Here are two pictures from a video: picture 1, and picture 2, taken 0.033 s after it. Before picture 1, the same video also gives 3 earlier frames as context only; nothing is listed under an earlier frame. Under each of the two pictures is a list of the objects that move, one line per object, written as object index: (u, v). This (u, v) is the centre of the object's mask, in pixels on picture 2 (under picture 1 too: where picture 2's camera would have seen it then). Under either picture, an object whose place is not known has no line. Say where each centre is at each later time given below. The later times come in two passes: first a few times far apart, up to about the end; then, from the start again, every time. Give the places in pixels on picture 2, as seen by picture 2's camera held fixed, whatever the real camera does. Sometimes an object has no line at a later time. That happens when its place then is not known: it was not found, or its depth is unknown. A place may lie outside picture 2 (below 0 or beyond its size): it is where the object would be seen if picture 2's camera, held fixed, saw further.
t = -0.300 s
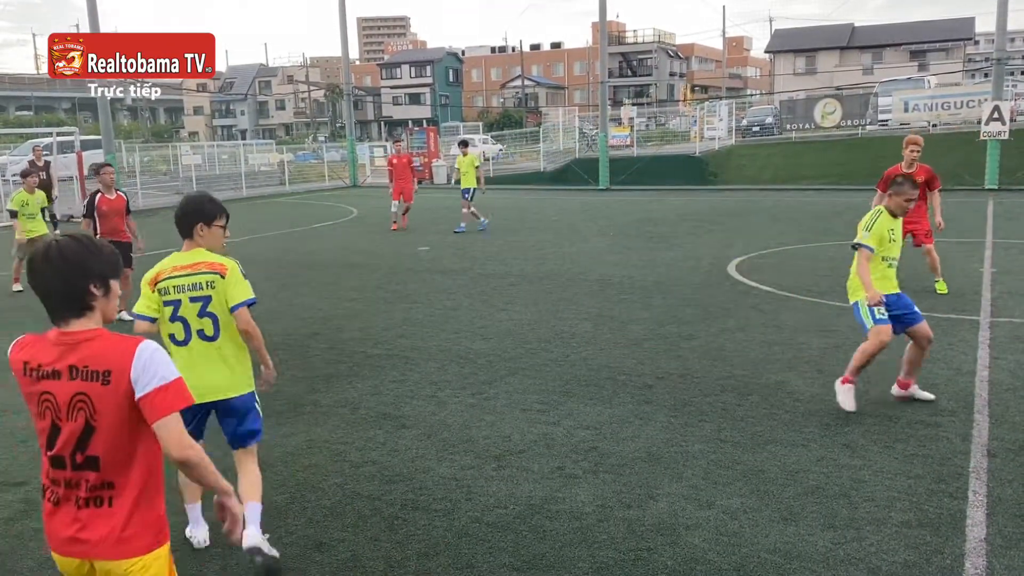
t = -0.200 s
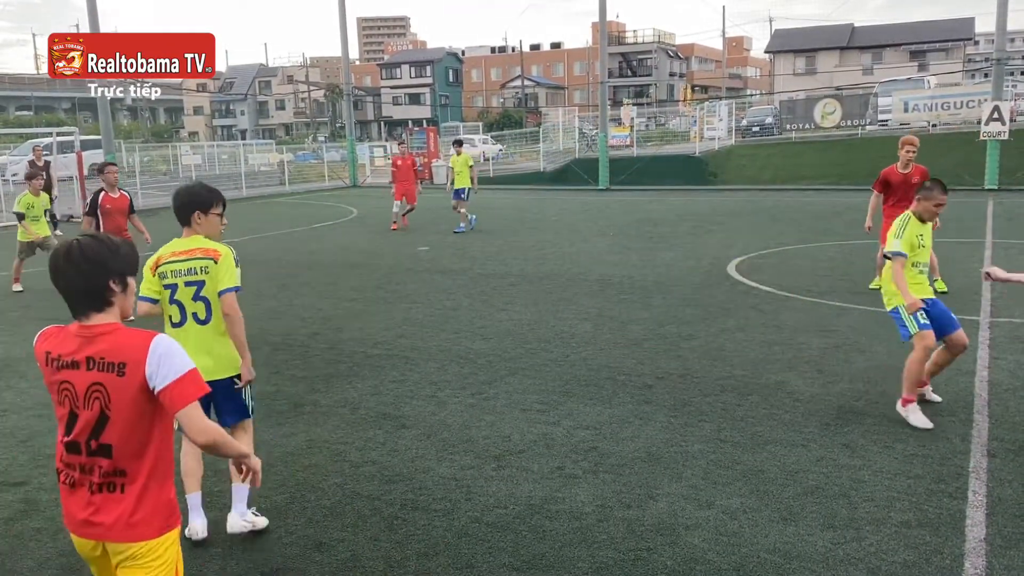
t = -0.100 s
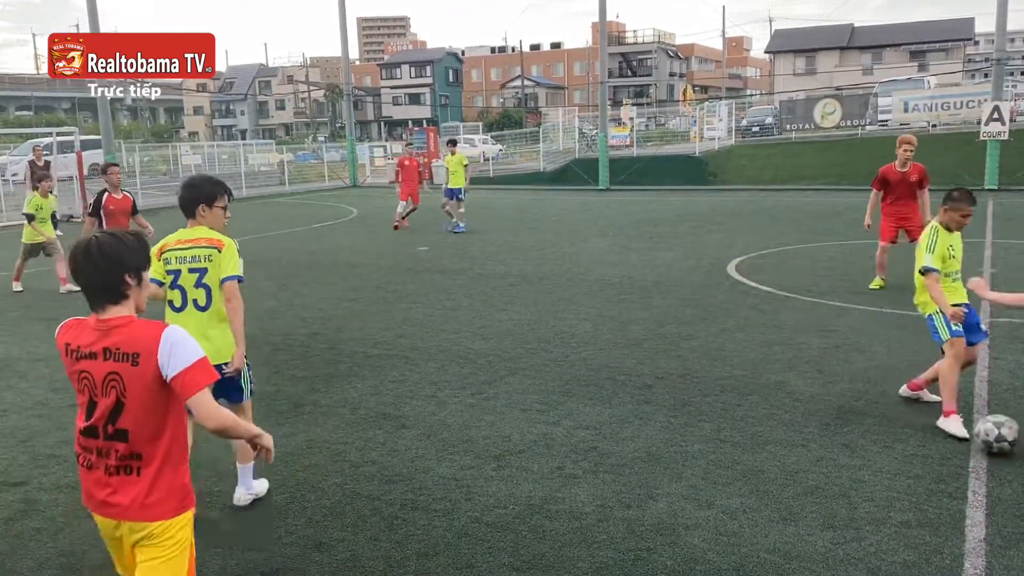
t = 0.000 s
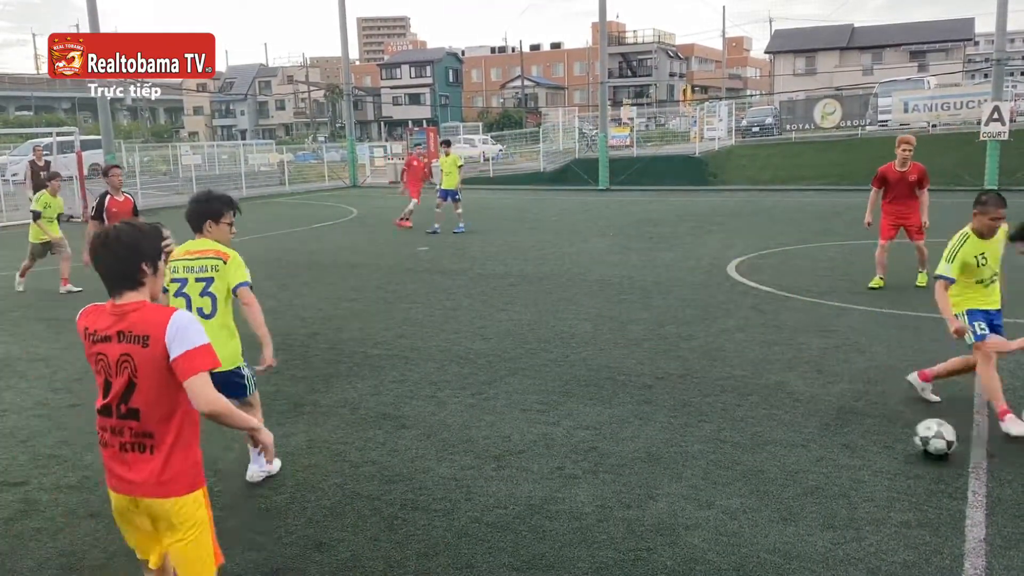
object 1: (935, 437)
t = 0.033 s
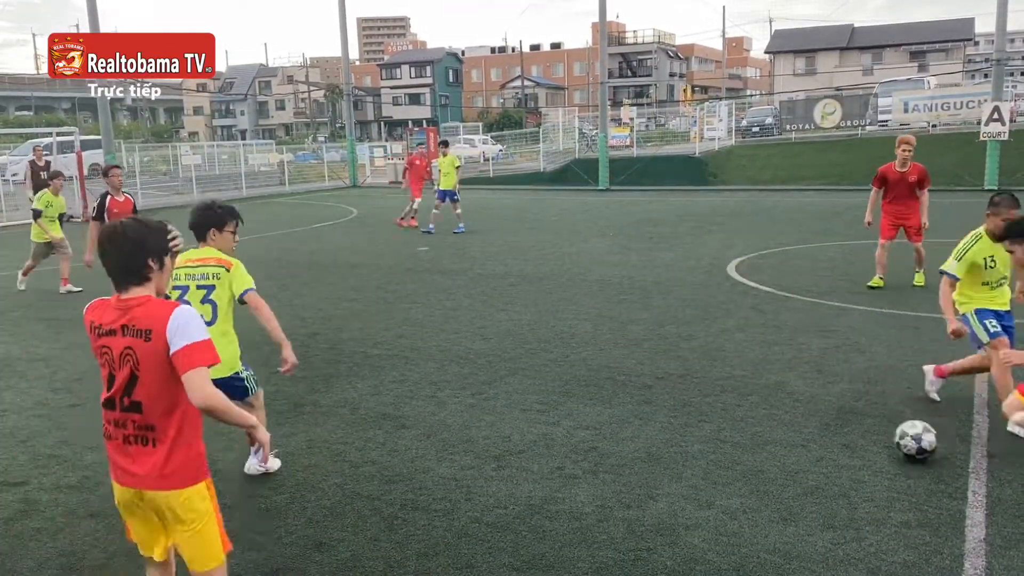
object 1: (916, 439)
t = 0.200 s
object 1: (834, 443)
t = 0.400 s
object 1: (763, 440)
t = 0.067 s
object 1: (898, 441)
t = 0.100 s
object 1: (880, 442)
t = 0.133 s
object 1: (865, 443)
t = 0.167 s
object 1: (849, 443)
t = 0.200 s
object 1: (834, 443)
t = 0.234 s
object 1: (821, 443)
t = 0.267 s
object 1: (808, 442)
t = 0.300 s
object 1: (797, 441)
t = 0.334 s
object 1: (785, 441)
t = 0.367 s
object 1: (774, 440)
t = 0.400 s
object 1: (763, 440)
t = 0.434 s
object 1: (752, 438)
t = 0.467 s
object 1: (740, 438)
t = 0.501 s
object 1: (730, 438)
